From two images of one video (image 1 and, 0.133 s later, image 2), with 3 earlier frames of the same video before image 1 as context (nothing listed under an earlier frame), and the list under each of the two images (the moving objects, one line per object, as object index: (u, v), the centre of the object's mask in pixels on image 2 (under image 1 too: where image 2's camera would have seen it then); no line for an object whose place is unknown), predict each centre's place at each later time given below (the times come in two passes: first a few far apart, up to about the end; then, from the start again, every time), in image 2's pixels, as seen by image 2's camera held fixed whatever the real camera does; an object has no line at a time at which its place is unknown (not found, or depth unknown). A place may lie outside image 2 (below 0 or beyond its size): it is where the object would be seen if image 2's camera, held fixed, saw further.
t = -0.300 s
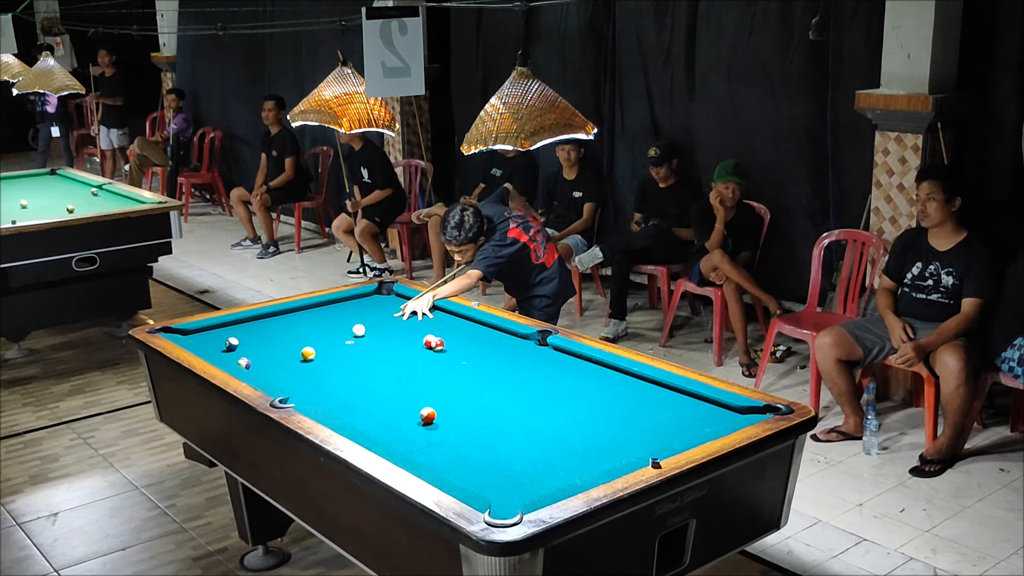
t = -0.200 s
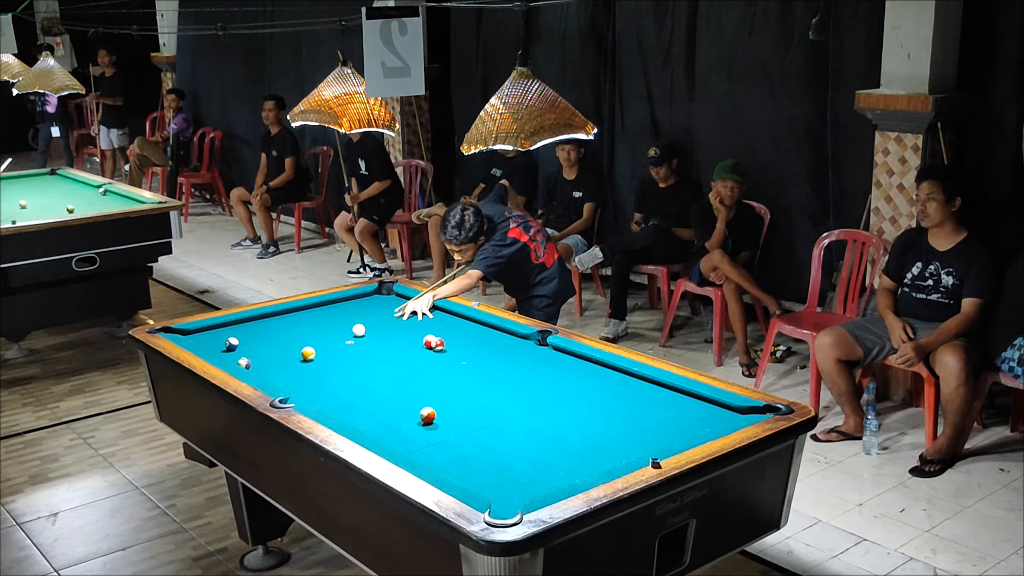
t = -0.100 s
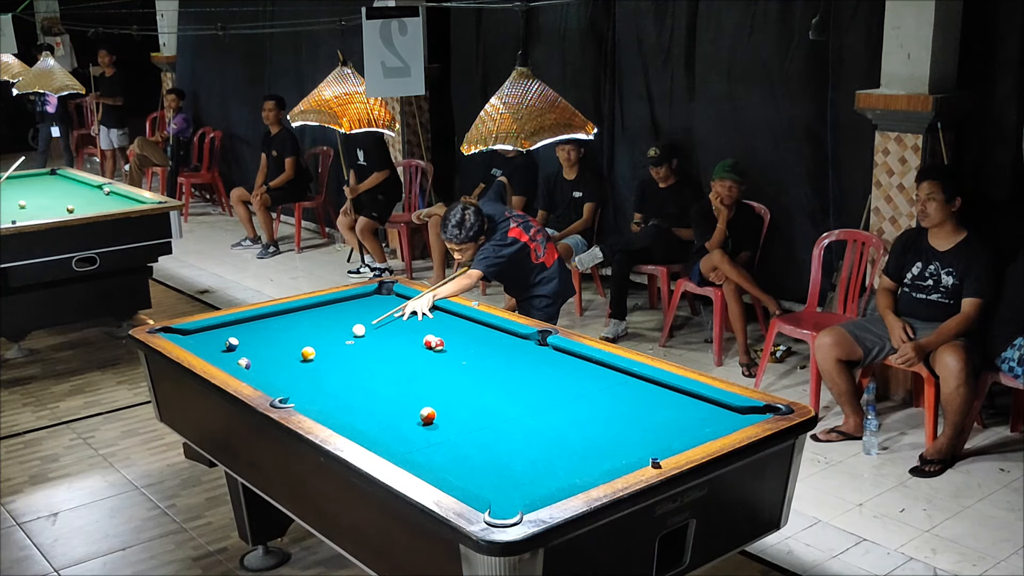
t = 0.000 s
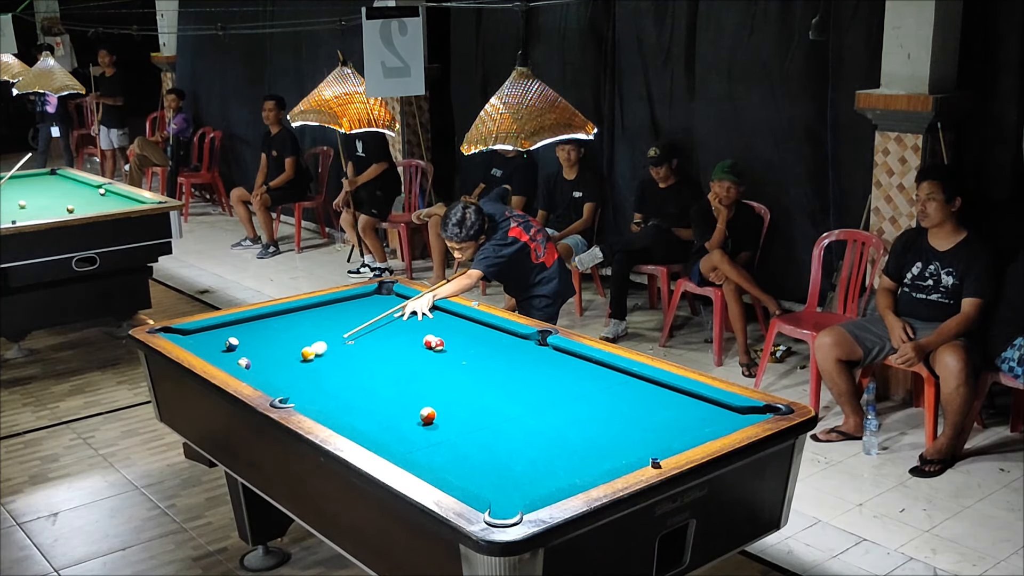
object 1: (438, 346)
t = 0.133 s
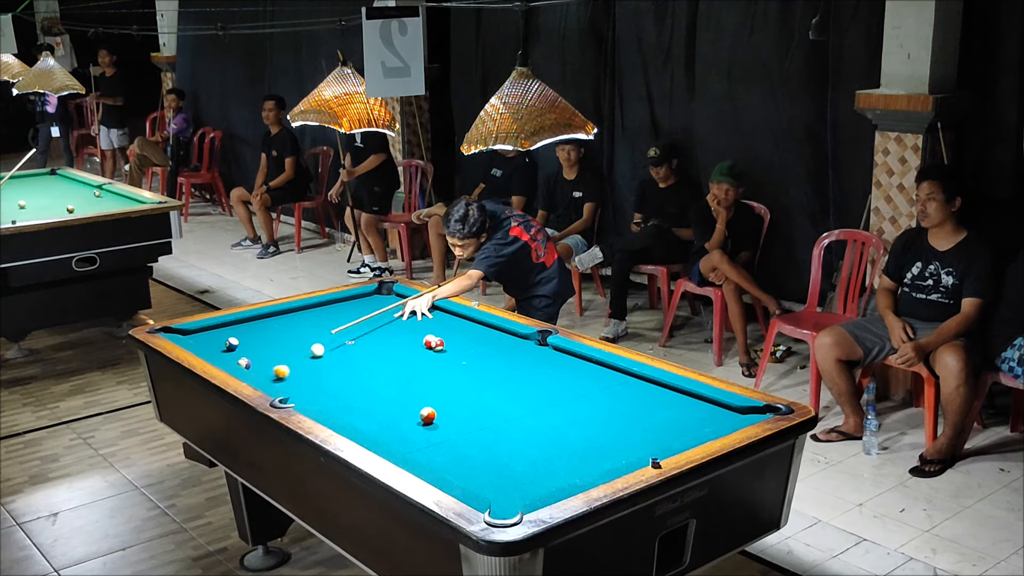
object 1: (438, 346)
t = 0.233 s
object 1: (438, 346)
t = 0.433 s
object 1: (438, 346)
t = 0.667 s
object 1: (486, 333)
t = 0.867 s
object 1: (484, 334)
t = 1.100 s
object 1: (456, 343)
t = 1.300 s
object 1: (433, 350)
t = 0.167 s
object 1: (438, 346)
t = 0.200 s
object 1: (438, 346)
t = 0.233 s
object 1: (438, 346)
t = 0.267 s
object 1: (438, 346)
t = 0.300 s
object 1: (438, 346)
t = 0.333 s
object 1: (438, 346)
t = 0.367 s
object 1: (438, 346)
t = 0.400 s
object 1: (438, 346)
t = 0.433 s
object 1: (438, 346)
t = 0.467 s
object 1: (438, 346)
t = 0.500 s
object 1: (445, 344)
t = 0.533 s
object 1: (455, 341)
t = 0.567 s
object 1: (464, 339)
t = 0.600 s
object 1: (471, 337)
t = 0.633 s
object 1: (479, 335)
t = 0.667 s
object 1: (486, 333)
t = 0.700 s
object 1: (492, 332)
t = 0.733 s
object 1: (499, 330)
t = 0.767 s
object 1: (496, 331)
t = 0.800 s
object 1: (492, 332)
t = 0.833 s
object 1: (488, 334)
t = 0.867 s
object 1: (484, 334)
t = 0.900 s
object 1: (480, 335)
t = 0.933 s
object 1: (476, 335)
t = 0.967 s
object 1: (472, 338)
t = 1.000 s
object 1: (468, 339)
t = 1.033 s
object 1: (464, 340)
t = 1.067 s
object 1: (460, 341)
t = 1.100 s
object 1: (456, 343)
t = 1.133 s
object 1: (453, 344)
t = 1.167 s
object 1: (449, 345)
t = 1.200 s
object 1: (445, 346)
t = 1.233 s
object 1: (441, 348)
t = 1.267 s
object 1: (437, 349)
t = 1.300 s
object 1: (433, 350)
